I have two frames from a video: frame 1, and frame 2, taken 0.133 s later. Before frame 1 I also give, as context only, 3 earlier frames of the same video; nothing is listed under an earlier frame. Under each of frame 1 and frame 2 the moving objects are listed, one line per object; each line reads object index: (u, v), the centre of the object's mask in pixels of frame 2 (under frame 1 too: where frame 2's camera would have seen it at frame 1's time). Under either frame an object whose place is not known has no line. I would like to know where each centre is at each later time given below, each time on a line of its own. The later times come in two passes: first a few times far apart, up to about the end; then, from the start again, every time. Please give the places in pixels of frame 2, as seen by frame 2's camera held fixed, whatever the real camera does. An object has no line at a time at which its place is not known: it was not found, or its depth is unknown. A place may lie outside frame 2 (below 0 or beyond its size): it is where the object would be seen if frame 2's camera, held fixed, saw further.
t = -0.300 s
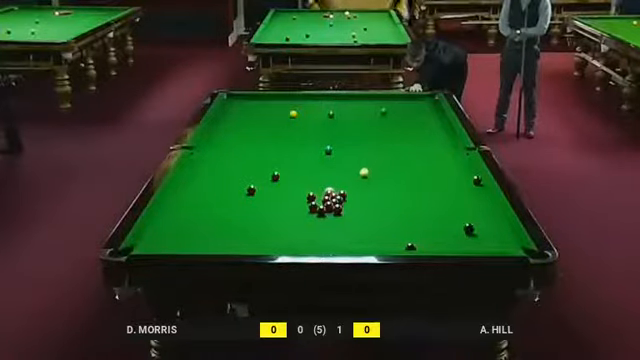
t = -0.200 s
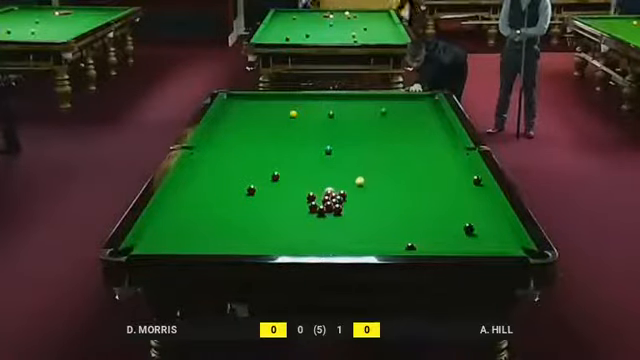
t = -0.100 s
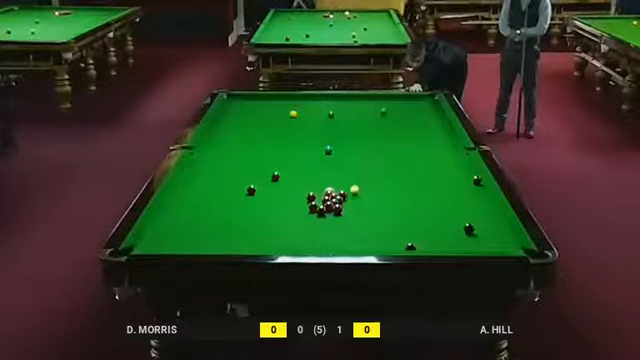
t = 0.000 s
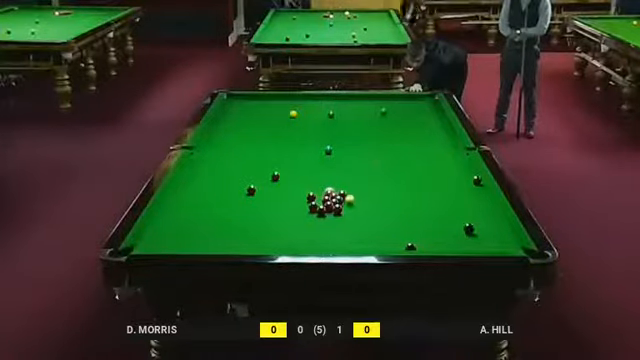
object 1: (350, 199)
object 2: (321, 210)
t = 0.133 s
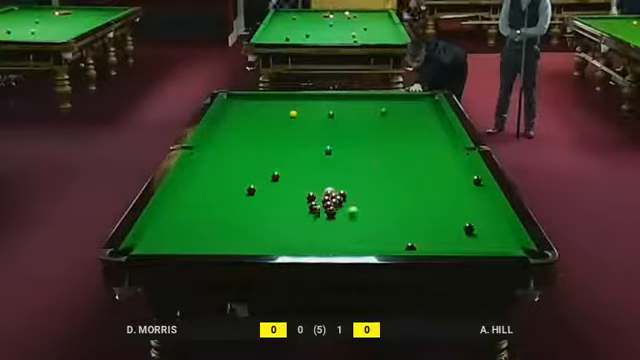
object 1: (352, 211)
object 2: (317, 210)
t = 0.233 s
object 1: (361, 219)
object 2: (305, 212)
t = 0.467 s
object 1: (380, 237)
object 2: (281, 212)
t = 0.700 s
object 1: (397, 244)
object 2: (257, 213)
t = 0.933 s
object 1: (408, 231)
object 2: (234, 213)
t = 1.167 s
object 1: (417, 218)
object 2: (213, 214)
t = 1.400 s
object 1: (423, 206)
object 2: (192, 216)
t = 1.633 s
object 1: (432, 197)
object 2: (173, 215)
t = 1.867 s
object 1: (438, 190)
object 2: (160, 217)
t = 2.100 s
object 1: (444, 181)
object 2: (173, 217)
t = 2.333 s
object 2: (184, 217)
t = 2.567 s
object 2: (194, 218)
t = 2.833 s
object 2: (205, 218)
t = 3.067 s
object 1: (463, 156)
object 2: (212, 218)
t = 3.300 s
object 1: (460, 152)
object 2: (219, 218)
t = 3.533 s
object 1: (455, 148)
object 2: (225, 218)
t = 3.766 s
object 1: (451, 145)
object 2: (229, 219)
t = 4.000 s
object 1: (447, 142)
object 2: (232, 219)
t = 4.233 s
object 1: (443, 139)
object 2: (235, 219)
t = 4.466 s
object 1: (440, 137)
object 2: (235, 219)
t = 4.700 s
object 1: (438, 135)
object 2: (235, 219)
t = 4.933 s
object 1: (435, 133)
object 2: (235, 219)
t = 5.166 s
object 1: (432, 132)
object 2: (235, 219)
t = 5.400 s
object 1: (431, 130)
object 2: (235, 219)
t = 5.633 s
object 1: (429, 129)
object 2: (235, 219)
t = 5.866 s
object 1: (427, 128)
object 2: (235, 219)
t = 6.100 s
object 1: (426, 128)
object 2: (235, 219)
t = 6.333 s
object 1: (425, 127)
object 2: (235, 219)
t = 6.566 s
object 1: (425, 127)
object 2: (235, 219)
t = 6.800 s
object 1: (425, 127)
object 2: (235, 219)
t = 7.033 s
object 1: (425, 127)
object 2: (235, 219)
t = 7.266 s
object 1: (425, 127)
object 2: (235, 219)
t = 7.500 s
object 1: (425, 127)
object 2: (235, 219)
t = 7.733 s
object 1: (425, 126)
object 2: (235, 219)
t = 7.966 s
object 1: (425, 126)
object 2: (235, 219)
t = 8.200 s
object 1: (425, 126)
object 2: (235, 219)
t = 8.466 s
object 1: (425, 126)
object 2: (235, 219)
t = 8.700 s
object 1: (425, 126)
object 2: (235, 219)
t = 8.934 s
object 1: (425, 126)
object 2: (235, 219)
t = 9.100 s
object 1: (425, 126)
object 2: (235, 219)
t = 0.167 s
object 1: (355, 212)
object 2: (313, 210)
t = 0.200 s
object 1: (357, 215)
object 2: (311, 211)
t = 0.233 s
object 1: (361, 219)
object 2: (305, 212)
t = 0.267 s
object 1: (364, 221)
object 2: (301, 211)
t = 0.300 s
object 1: (366, 224)
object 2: (298, 211)
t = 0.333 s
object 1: (369, 227)
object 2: (295, 211)
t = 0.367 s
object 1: (371, 229)
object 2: (291, 212)
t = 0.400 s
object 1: (375, 232)
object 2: (287, 212)
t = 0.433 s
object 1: (378, 234)
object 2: (284, 212)
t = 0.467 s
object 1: (380, 237)
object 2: (281, 212)
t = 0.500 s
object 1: (384, 240)
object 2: (278, 212)
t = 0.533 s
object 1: (386, 243)
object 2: (274, 213)
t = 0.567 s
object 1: (390, 244)
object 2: (271, 212)
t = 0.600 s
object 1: (393, 247)
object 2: (267, 212)
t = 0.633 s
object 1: (395, 246)
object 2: (263, 213)
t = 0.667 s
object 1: (397, 245)
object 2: (259, 213)
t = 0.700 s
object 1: (397, 244)
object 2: (257, 213)
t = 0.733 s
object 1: (399, 243)
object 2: (254, 213)
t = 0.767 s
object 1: (400, 242)
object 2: (250, 213)
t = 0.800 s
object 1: (402, 239)
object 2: (247, 213)
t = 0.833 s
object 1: (404, 235)
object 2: (243, 213)
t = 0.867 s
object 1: (405, 234)
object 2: (240, 213)
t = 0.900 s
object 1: (406, 232)
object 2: (237, 213)
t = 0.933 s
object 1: (408, 231)
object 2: (234, 213)
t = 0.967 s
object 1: (409, 229)
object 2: (231, 214)
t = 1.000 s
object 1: (410, 227)
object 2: (228, 214)
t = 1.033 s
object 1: (412, 225)
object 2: (225, 214)
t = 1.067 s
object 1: (413, 223)
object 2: (223, 213)
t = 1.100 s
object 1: (415, 221)
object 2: (218, 213)
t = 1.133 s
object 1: (416, 220)
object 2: (216, 213)
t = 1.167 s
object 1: (417, 218)
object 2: (213, 214)
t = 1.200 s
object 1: (418, 217)
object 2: (209, 214)
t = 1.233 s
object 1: (419, 215)
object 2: (206, 214)
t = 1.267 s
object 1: (420, 213)
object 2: (203, 215)
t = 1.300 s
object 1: (421, 211)
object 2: (201, 215)
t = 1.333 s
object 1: (422, 210)
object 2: (198, 216)
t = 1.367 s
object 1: (422, 209)
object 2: (195, 216)
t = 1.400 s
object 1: (423, 206)
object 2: (192, 216)
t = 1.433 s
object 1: (425, 205)
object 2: (189, 217)
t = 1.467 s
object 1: (425, 204)
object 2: (186, 216)
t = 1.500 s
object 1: (427, 203)
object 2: (183, 216)
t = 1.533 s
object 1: (428, 202)
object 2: (181, 217)
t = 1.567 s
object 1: (429, 200)
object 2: (178, 217)
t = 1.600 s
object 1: (430, 198)
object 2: (175, 216)
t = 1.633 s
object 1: (432, 197)
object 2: (173, 215)
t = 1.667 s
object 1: (432, 196)
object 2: (169, 217)
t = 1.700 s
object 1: (434, 195)
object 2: (167, 217)
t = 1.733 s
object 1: (434, 194)
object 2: (164, 217)
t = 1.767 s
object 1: (436, 192)
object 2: (163, 217)
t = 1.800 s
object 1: (436, 192)
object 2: (160, 217)
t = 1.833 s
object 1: (437, 190)
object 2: (159, 217)
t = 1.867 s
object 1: (438, 190)
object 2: (160, 217)
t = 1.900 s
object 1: (439, 187)
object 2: (163, 217)
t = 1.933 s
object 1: (439, 187)
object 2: (164, 218)
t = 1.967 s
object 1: (441, 186)
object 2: (165, 217)
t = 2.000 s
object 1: (442, 184)
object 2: (167, 217)
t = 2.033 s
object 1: (442, 184)
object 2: (169, 217)
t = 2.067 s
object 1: (443, 183)
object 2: (171, 217)
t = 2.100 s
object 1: (444, 181)
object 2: (173, 217)
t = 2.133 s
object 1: (445, 180)
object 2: (175, 217)
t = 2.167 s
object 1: (447, 179)
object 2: (176, 218)
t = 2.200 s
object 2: (177, 217)
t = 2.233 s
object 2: (179, 217)
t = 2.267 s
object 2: (181, 217)
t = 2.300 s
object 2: (182, 217)
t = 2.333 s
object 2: (184, 217)
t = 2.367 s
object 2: (185, 217)
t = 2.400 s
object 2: (187, 218)
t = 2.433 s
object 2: (188, 218)
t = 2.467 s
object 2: (190, 218)
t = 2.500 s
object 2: (191, 218)
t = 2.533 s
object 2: (193, 218)
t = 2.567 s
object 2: (194, 218)
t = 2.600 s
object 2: (196, 217)
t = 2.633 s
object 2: (197, 217)
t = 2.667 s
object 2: (198, 217)
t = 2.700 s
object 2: (200, 218)
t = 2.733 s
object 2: (201, 218)
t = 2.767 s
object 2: (202, 218)
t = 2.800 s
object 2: (203, 218)
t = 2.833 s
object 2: (205, 218)
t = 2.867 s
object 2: (206, 218)
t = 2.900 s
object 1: (462, 160)
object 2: (207, 218)
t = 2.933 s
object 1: (463, 159)
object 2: (208, 218)
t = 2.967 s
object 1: (463, 159)
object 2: (209, 218)
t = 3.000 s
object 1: (463, 158)
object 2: (210, 218)
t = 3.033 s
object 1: (464, 157)
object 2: (211, 218)
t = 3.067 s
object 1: (463, 156)
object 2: (212, 218)
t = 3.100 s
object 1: (464, 156)
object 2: (213, 218)
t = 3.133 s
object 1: (463, 155)
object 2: (215, 218)
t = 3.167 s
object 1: (462, 155)
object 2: (215, 218)
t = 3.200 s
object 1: (462, 154)
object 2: (217, 218)
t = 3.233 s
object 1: (462, 153)
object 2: (217, 218)
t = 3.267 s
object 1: (461, 152)
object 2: (218, 218)
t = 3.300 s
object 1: (460, 152)
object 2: (219, 218)
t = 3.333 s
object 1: (459, 152)
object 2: (220, 218)
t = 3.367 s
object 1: (458, 151)
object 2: (221, 218)
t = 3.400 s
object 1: (458, 151)
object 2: (221, 218)
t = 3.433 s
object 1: (457, 150)
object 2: (222, 218)
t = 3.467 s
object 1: (457, 149)
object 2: (223, 218)
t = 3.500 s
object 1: (456, 149)
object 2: (224, 218)
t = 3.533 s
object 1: (455, 148)
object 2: (225, 218)
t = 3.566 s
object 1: (454, 148)
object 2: (226, 218)
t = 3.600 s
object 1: (454, 147)
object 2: (226, 218)
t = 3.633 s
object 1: (454, 147)
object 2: (227, 218)
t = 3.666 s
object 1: (453, 147)
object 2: (227, 219)
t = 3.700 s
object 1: (452, 146)
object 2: (228, 219)
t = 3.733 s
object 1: (452, 146)
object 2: (229, 219)
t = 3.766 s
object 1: (451, 145)
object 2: (229, 219)
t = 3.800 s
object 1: (450, 144)
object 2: (230, 218)
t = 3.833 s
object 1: (450, 144)
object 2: (230, 218)
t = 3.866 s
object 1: (449, 144)
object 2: (231, 218)
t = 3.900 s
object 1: (448, 143)
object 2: (231, 219)
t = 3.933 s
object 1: (448, 143)
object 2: (231, 218)
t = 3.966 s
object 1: (448, 143)
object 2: (232, 219)
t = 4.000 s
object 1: (447, 142)
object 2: (232, 219)
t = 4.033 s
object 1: (446, 142)
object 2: (233, 219)
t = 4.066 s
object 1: (446, 142)
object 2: (233, 219)
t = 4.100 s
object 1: (445, 141)
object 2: (233, 219)
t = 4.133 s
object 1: (445, 140)
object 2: (233, 219)
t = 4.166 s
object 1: (444, 140)
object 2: (234, 219)
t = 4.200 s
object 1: (444, 140)
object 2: (234, 219)
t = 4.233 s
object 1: (443, 139)
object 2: (235, 219)
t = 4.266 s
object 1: (443, 139)
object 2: (235, 219)
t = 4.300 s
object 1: (442, 139)
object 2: (235, 219)
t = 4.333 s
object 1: (442, 138)
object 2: (235, 219)
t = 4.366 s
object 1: (442, 138)
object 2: (235, 219)
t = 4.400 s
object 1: (441, 138)
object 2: (235, 219)
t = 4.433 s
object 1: (441, 138)
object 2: (235, 219)
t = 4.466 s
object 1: (440, 137)
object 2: (235, 219)
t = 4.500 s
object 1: (440, 137)
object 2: (235, 219)
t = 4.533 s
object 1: (440, 137)
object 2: (235, 219)
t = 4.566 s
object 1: (439, 136)
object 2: (235, 219)
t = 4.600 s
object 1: (439, 136)
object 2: (235, 219)
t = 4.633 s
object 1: (438, 135)
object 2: (235, 219)
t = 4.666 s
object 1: (438, 135)
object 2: (235, 219)
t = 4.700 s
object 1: (438, 135)
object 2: (235, 219)
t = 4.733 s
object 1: (437, 134)
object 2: (235, 219)
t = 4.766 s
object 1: (437, 134)
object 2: (235, 219)
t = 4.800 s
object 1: (436, 134)
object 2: (235, 219)
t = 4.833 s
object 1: (436, 134)
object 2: (235, 219)
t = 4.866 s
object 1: (436, 134)
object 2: (235, 219)
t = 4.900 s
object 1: (435, 133)
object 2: (235, 219)
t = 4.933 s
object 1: (435, 133)
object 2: (235, 219)
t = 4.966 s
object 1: (435, 133)
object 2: (235, 219)
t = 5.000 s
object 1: (433, 132)
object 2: (235, 219)
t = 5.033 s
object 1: (433, 132)
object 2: (235, 219)
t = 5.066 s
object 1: (433, 132)
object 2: (235, 219)
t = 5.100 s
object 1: (433, 132)
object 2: (235, 219)
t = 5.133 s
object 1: (432, 132)
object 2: (235, 219)
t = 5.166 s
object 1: (432, 132)
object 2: (235, 219)
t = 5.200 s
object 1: (432, 132)
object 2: (235, 219)
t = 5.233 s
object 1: (432, 131)
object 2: (235, 219)
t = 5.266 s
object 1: (431, 131)
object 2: (235, 219)
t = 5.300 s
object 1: (431, 131)
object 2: (235, 219)
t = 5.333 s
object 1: (431, 131)
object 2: (235, 219)
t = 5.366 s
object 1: (431, 131)
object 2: (235, 219)
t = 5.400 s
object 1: (431, 130)
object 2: (235, 219)
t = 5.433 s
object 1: (430, 130)
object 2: (235, 219)
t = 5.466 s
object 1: (430, 130)
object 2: (235, 219)
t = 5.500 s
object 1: (429, 130)
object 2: (235, 219)
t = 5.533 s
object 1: (429, 130)
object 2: (235, 219)
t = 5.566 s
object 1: (429, 130)
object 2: (235, 219)
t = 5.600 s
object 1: (429, 129)
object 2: (235, 219)
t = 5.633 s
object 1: (429, 129)
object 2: (235, 219)
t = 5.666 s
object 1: (429, 129)
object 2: (235, 219)
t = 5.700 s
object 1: (428, 129)
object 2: (235, 219)
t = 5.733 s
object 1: (428, 128)
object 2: (235, 219)
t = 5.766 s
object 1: (427, 128)
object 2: (235, 219)
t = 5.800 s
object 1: (428, 128)
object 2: (235, 219)
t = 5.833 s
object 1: (427, 128)
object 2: (235, 219)
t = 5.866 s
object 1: (427, 128)
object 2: (235, 219)
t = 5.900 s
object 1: (427, 128)
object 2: (235, 219)
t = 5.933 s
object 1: (427, 128)
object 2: (235, 219)
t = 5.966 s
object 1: (427, 128)
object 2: (235, 219)
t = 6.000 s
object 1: (427, 128)
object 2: (235, 219)
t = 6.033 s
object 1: (427, 128)
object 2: (235, 219)
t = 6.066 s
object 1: (426, 128)
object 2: (235, 219)
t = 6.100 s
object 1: (426, 128)
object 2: (235, 219)
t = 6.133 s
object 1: (426, 128)
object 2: (235, 219)
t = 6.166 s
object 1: (426, 128)
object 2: (235, 219)
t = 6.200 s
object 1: (426, 128)
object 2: (235, 219)
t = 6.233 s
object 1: (425, 127)
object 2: (235, 219)
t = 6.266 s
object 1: (425, 127)
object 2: (235, 219)
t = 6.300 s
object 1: (425, 127)
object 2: (235, 219)
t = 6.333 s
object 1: (425, 127)
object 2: (235, 219)
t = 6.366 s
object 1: (425, 127)
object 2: (235, 219)
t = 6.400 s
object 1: (425, 127)
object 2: (235, 219)
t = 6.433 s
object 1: (425, 127)
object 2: (235, 219)
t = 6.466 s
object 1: (425, 127)
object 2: (235, 219)
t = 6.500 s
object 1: (425, 127)
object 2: (235, 219)
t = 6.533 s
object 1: (425, 127)
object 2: (235, 219)
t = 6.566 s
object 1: (425, 127)
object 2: (235, 219)
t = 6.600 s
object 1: (425, 127)
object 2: (235, 219)
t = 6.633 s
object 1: (425, 127)
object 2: (235, 219)
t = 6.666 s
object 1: (425, 127)
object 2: (235, 219)
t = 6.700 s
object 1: (425, 127)
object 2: (235, 219)
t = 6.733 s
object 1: (425, 127)
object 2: (235, 219)
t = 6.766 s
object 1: (425, 127)
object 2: (235, 219)
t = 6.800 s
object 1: (425, 127)
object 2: (235, 219)
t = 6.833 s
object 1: (425, 127)
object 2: (235, 219)
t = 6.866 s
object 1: (425, 127)
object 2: (235, 219)
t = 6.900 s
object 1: (425, 127)
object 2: (235, 219)
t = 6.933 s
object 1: (425, 127)
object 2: (235, 219)
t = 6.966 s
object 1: (425, 127)
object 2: (235, 219)
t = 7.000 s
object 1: (425, 127)
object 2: (235, 219)
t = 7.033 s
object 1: (425, 127)
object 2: (235, 219)
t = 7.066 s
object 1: (425, 127)
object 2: (235, 219)
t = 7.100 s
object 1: (425, 127)
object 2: (235, 219)
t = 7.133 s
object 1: (425, 127)
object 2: (235, 219)
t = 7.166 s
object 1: (425, 127)
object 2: (235, 219)
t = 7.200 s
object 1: (425, 127)
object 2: (235, 219)
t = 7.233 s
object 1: (425, 127)
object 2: (235, 219)
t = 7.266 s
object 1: (425, 127)
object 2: (235, 219)
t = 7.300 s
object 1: (425, 127)
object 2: (235, 219)
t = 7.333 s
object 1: (425, 127)
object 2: (235, 219)
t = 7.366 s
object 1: (425, 127)
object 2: (235, 219)
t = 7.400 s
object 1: (425, 127)
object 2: (235, 219)
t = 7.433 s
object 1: (425, 127)
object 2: (235, 219)
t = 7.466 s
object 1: (425, 127)
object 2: (235, 219)
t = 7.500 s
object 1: (425, 127)
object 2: (235, 219)
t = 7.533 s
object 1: (425, 127)
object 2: (235, 219)
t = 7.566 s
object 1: (425, 126)
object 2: (235, 219)
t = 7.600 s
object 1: (425, 126)
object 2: (235, 219)
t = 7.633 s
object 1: (425, 126)
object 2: (235, 219)
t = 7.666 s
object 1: (425, 126)
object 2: (235, 219)
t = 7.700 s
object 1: (425, 126)
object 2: (235, 219)
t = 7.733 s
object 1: (425, 126)
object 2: (235, 219)
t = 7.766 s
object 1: (425, 126)
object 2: (235, 219)
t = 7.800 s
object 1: (425, 126)
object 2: (235, 219)
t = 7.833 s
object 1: (425, 126)
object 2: (235, 219)
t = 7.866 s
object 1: (425, 126)
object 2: (235, 219)
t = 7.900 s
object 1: (425, 126)
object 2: (235, 219)
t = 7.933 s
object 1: (425, 126)
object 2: (235, 219)
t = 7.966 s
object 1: (425, 126)
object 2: (235, 219)
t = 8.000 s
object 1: (425, 126)
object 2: (235, 219)
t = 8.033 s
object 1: (425, 126)
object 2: (235, 219)
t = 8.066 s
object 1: (425, 126)
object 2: (235, 219)
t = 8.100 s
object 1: (425, 126)
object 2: (235, 219)
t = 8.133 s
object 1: (425, 126)
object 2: (235, 219)
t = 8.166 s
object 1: (425, 126)
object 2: (235, 219)
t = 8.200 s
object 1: (425, 126)
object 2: (235, 219)
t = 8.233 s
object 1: (425, 126)
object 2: (235, 219)
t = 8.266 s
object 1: (425, 126)
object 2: (235, 219)
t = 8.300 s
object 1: (425, 126)
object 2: (235, 219)
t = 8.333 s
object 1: (425, 126)
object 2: (235, 219)
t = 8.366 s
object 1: (425, 126)
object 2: (235, 219)
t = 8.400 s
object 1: (425, 126)
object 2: (235, 219)
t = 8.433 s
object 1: (425, 126)
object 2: (235, 219)
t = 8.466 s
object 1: (425, 126)
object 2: (235, 219)
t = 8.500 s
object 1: (425, 126)
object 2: (235, 219)
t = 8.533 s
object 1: (425, 126)
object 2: (235, 219)
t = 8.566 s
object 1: (425, 126)
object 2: (235, 219)
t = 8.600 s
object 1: (425, 126)
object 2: (235, 219)
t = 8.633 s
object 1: (425, 126)
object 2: (235, 219)
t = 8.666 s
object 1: (425, 126)
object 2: (235, 219)
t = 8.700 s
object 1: (425, 126)
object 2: (235, 219)
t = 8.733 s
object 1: (425, 126)
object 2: (235, 219)
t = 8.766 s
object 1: (425, 126)
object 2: (235, 219)
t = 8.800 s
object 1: (425, 126)
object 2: (235, 219)
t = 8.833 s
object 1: (425, 126)
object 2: (235, 219)
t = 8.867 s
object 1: (425, 126)
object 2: (235, 219)
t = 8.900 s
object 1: (425, 126)
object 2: (235, 219)
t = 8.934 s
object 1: (425, 126)
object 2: (235, 219)
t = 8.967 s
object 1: (425, 126)
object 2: (235, 219)
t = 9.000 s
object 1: (425, 126)
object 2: (235, 219)
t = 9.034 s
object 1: (425, 126)
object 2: (235, 219)
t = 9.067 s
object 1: (425, 126)
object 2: (235, 219)
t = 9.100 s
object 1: (425, 126)
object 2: (235, 219)
